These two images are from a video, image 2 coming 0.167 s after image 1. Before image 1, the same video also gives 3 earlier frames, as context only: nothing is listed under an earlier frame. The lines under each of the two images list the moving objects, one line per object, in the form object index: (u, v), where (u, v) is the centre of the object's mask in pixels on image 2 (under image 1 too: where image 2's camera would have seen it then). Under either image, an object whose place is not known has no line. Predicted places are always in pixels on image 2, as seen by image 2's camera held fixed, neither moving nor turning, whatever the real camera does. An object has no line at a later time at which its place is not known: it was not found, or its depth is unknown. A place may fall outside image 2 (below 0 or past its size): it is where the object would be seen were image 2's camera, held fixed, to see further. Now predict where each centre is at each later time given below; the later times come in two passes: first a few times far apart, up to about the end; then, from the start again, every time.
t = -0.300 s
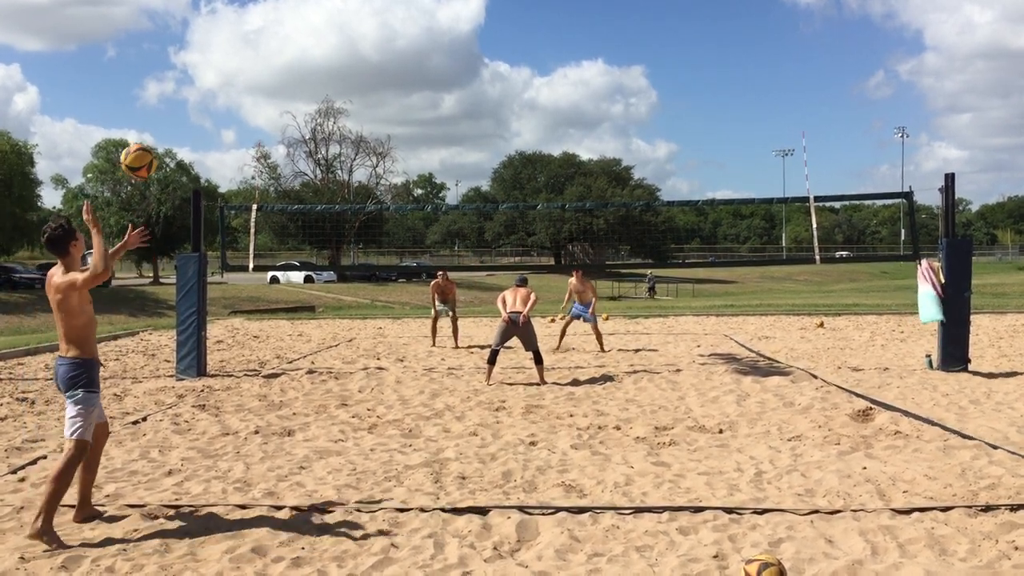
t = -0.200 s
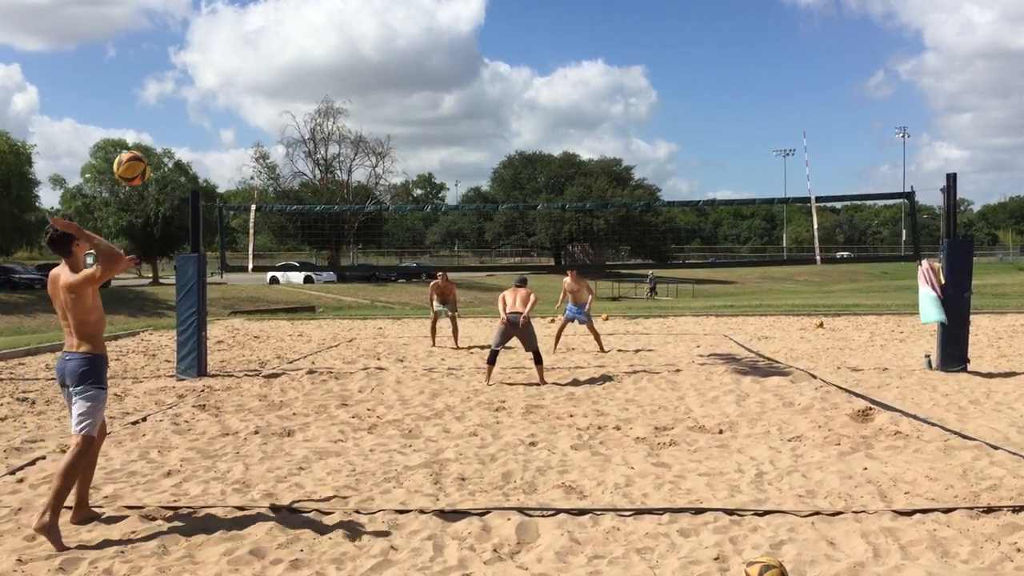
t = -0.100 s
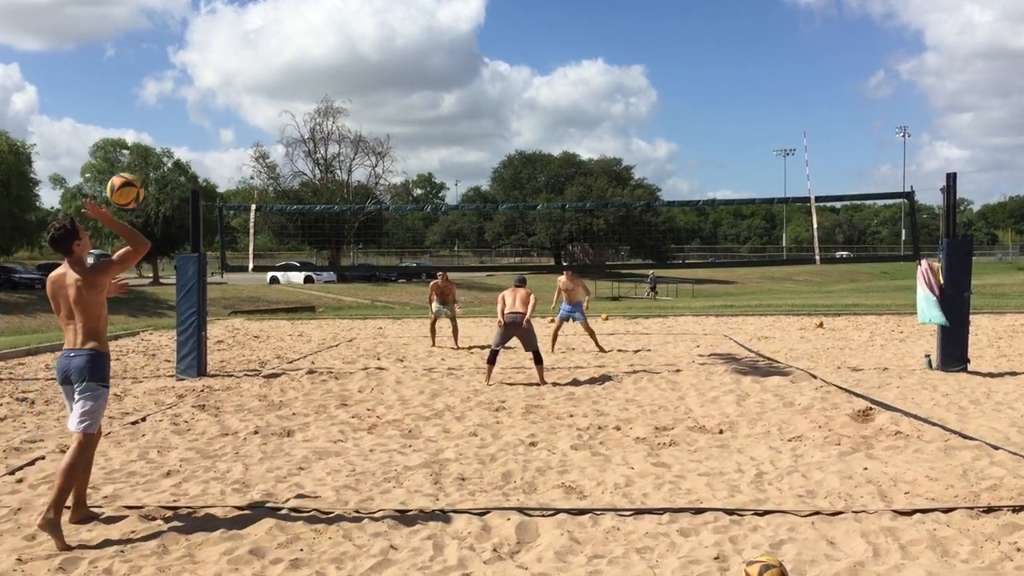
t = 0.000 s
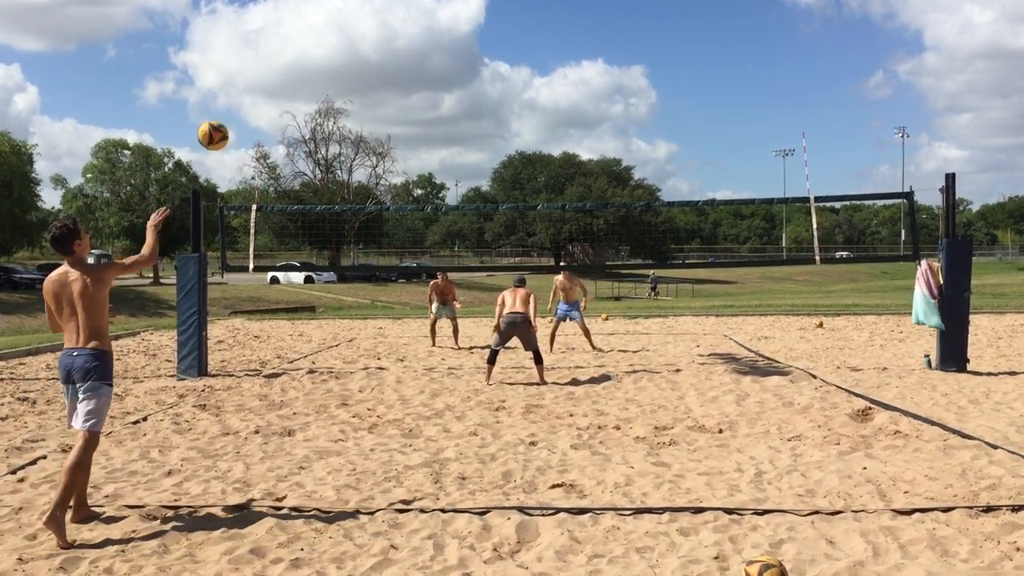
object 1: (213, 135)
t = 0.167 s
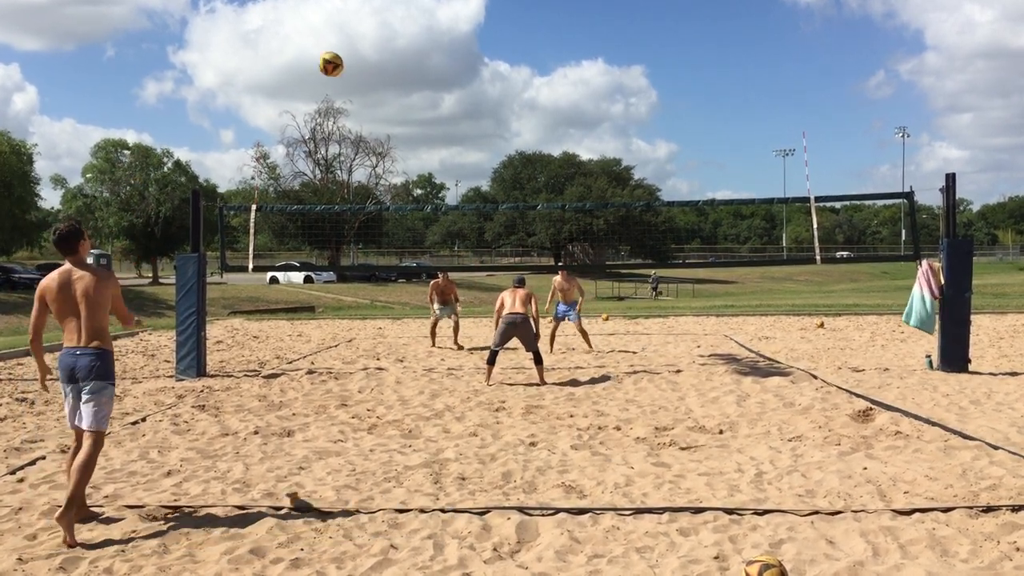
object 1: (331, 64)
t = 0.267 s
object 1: (377, 43)
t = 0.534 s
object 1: (456, 33)
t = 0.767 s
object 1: (497, 60)
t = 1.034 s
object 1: (535, 119)
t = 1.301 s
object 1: (568, 198)
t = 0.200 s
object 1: (347, 55)
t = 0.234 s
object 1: (363, 49)
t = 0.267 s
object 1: (377, 43)
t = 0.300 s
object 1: (390, 38)
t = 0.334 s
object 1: (402, 35)
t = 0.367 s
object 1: (413, 32)
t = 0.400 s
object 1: (422, 30)
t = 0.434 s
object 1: (431, 29)
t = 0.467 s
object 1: (440, 30)
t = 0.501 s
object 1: (448, 31)
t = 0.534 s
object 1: (456, 33)
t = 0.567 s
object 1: (463, 36)
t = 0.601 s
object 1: (469, 39)
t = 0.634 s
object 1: (475, 42)
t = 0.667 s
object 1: (481, 45)
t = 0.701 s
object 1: (487, 51)
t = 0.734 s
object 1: (492, 55)
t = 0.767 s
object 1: (497, 60)
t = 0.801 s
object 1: (502, 66)
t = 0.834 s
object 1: (507, 72)
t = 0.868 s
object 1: (512, 79)
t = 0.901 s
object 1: (517, 86)
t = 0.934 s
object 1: (522, 94)
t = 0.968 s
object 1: (525, 102)
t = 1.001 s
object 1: (530, 110)
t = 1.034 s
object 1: (535, 119)
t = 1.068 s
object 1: (539, 128)
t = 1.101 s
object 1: (543, 137)
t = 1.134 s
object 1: (548, 147)
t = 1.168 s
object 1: (552, 157)
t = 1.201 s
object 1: (556, 167)
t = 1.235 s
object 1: (560, 177)
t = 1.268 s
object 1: (563, 187)
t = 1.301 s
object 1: (568, 198)
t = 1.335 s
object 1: (571, 212)
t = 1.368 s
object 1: (575, 219)
